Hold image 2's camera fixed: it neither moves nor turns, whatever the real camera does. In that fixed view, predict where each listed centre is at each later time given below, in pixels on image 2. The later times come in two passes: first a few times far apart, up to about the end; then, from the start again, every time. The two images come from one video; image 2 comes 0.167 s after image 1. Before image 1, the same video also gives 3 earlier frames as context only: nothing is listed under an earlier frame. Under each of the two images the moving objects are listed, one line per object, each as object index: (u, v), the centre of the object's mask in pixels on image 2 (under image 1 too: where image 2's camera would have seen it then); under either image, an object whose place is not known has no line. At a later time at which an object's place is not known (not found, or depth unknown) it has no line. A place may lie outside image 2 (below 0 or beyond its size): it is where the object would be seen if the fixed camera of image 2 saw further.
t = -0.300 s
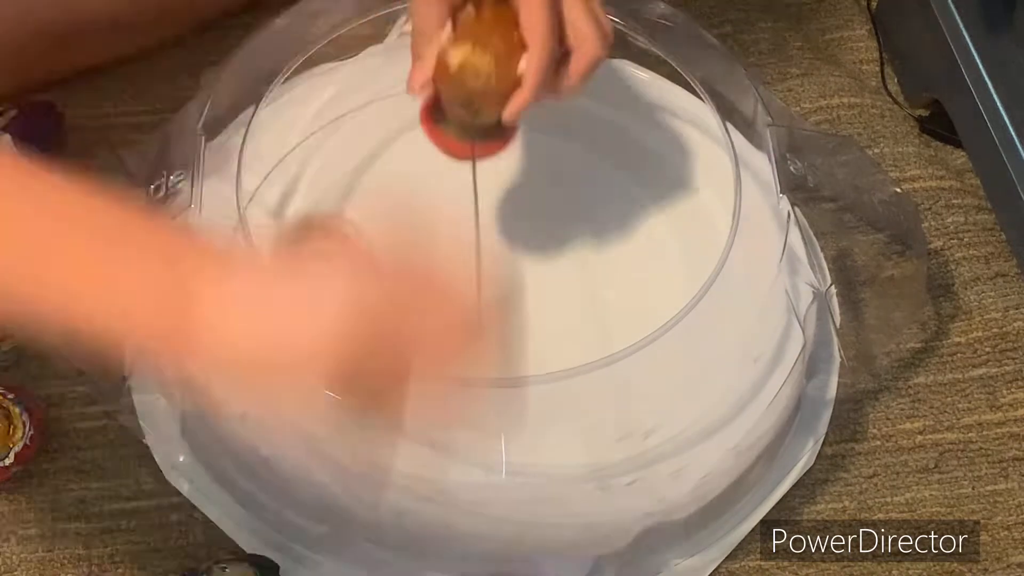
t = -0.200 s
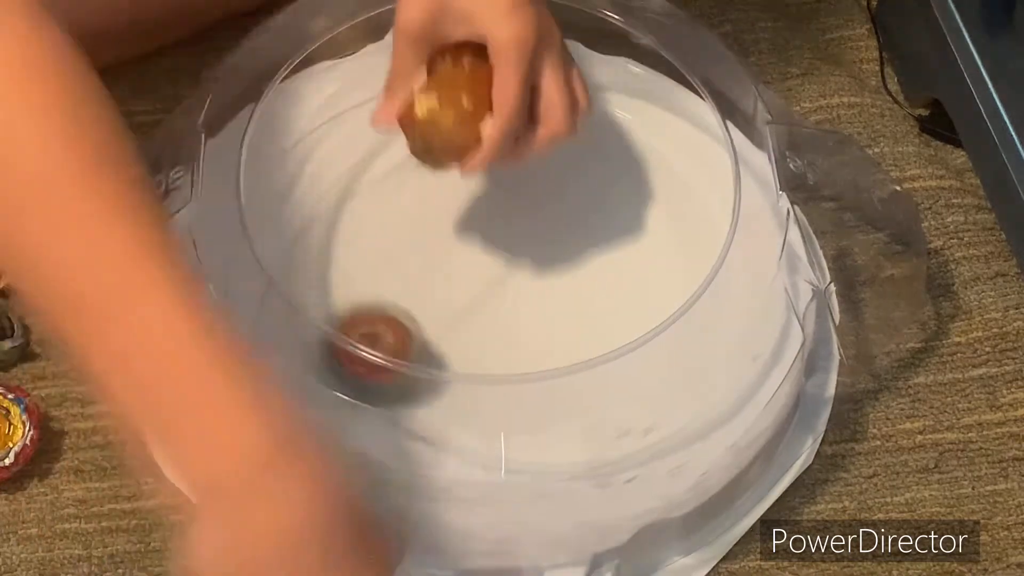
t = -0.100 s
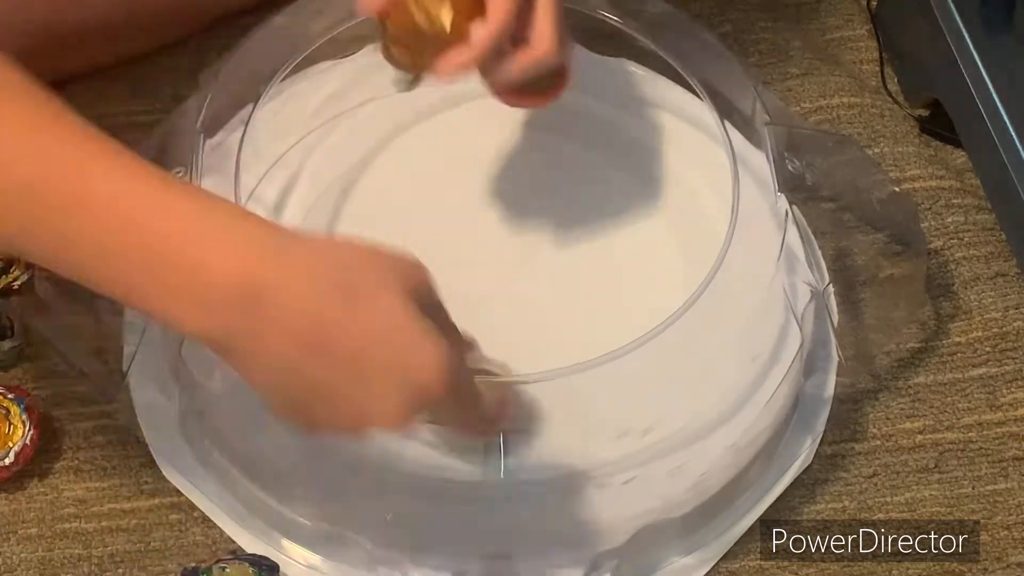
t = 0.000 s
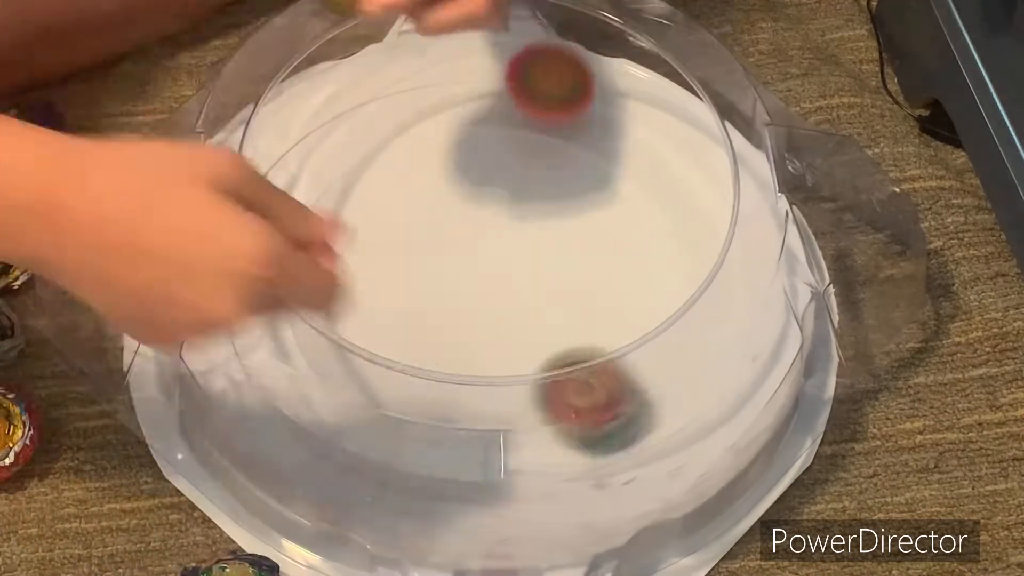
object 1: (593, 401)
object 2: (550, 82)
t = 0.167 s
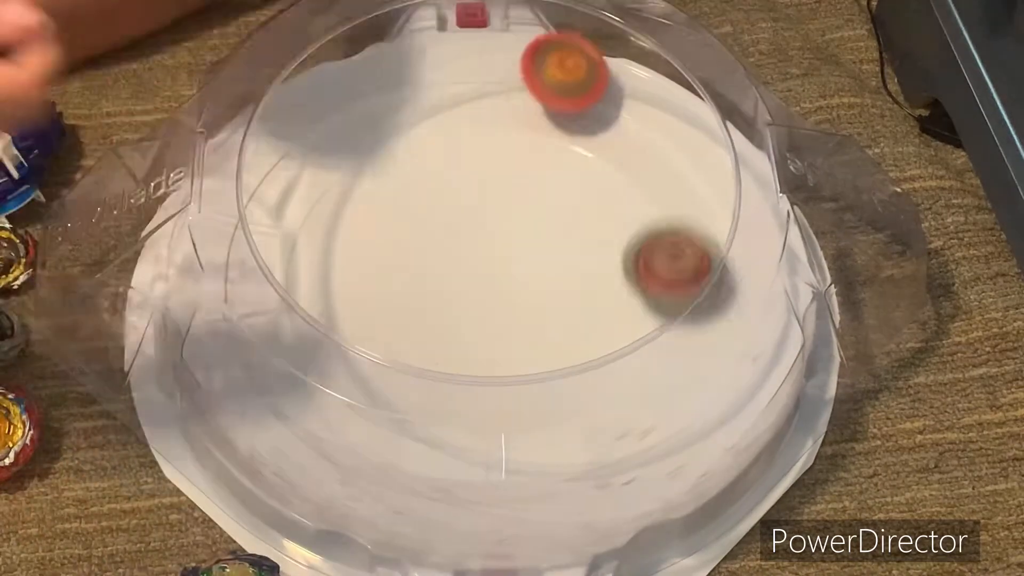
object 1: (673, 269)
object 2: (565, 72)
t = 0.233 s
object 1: (660, 210)
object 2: (558, 90)
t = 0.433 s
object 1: (519, 153)
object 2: (458, 42)
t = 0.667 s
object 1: (347, 285)
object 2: (354, 128)
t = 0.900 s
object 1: (483, 441)
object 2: (404, 266)
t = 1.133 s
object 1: (632, 471)
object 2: (664, 366)
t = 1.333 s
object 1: (690, 400)
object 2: (735, 288)
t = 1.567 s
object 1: (660, 273)
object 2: (676, 144)
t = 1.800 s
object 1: (447, 152)
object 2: (557, 77)
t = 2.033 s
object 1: (241, 220)
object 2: (496, 86)
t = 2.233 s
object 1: (250, 327)
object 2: (434, 191)
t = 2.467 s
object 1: (331, 417)
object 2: (465, 408)
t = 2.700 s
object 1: (439, 438)
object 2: (611, 349)
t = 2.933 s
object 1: (585, 348)
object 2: (519, 168)
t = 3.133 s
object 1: (583, 174)
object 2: (359, 183)
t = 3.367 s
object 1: (393, 121)
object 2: (372, 377)
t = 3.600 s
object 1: (290, 175)
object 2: (605, 380)
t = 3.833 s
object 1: (272, 249)
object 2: (628, 187)
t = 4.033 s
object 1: (355, 337)
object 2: (435, 97)
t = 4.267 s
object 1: (598, 336)
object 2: (289, 143)
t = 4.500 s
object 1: (627, 159)
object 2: (237, 233)
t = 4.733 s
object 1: (514, 72)
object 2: (246, 309)
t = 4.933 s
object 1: (436, 75)
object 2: (284, 356)
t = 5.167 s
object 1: (372, 116)
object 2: (377, 383)
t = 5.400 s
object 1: (356, 252)
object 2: (572, 315)
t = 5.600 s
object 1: (506, 387)
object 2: (535, 196)
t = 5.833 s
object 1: (678, 290)
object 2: (418, 239)
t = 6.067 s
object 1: (560, 143)
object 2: (486, 315)
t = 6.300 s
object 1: (347, 199)
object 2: (520, 266)
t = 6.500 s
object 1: (346, 363)
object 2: (481, 255)
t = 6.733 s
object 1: (572, 404)
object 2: (481, 288)
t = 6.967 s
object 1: (640, 238)
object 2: (492, 288)
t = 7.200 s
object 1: (453, 138)
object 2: (485, 275)
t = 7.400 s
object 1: (318, 223)
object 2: (476, 278)
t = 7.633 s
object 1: (401, 382)
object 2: (481, 277)
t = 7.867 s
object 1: (610, 337)
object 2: (481, 271)
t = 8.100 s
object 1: (594, 170)
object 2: (483, 269)
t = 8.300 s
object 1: (429, 128)
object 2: (482, 271)
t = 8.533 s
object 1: (323, 269)
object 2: (488, 275)
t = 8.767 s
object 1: (494, 405)
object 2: (493, 276)
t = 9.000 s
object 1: (669, 299)
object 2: (490, 276)
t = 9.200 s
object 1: (605, 165)
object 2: (488, 280)
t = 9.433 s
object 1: (392, 149)
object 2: (489, 281)
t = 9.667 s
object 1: (313, 303)
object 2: (490, 274)
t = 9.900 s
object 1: (490, 413)
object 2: (474, 271)
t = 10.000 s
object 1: (584, 385)
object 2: (470, 274)
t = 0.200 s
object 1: (671, 239)
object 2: (561, 87)
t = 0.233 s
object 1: (660, 210)
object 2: (558, 90)
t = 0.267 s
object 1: (638, 176)
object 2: (555, 99)
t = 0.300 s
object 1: (619, 157)
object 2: (546, 98)
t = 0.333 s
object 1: (601, 152)
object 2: (524, 80)
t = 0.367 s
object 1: (576, 148)
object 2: (502, 64)
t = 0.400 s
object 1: (548, 149)
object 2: (479, 48)
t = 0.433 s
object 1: (519, 153)
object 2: (458, 42)
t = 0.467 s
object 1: (488, 160)
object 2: (437, 41)
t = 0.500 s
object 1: (457, 170)
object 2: (419, 55)
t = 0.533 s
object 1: (427, 187)
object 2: (403, 72)
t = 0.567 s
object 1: (399, 207)
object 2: (387, 90)
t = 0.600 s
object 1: (375, 229)
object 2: (373, 105)
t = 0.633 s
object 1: (358, 257)
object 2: (362, 117)
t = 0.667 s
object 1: (347, 285)
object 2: (354, 128)
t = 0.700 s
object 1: (346, 310)
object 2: (348, 138)
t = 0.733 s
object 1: (358, 348)
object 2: (345, 147)
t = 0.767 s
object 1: (364, 369)
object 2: (347, 160)
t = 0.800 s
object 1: (393, 397)
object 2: (354, 180)
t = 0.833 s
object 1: (419, 416)
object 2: (365, 204)
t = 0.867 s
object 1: (450, 432)
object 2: (381, 233)
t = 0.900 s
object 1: (483, 441)
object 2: (404, 266)
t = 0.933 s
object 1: (511, 449)
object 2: (436, 302)
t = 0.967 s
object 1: (536, 460)
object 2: (473, 330)
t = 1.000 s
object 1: (556, 470)
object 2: (513, 350)
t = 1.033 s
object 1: (578, 475)
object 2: (554, 362)
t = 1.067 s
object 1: (596, 475)
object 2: (594, 367)
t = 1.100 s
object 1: (615, 473)
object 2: (631, 368)
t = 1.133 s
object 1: (632, 471)
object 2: (664, 366)
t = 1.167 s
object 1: (645, 466)
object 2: (696, 365)
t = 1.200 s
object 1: (653, 453)
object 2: (720, 356)
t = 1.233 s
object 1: (663, 443)
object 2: (731, 343)
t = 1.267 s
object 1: (671, 428)
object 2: (738, 325)
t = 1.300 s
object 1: (680, 414)
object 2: (740, 307)
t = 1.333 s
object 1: (690, 400)
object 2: (735, 288)
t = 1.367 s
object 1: (694, 382)
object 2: (727, 267)
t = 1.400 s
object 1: (696, 364)
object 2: (719, 247)
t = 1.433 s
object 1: (692, 345)
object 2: (713, 224)
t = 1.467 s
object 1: (690, 329)
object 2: (709, 201)
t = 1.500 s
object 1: (686, 312)
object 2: (706, 178)
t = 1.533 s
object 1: (677, 294)
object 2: (692, 159)
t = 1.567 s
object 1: (660, 273)
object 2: (676, 144)
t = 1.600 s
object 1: (645, 256)
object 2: (654, 129)
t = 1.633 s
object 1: (622, 235)
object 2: (634, 116)
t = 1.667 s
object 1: (595, 214)
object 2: (616, 106)
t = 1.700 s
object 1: (560, 190)
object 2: (599, 96)
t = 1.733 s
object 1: (524, 174)
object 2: (584, 88)
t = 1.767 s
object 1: (487, 162)
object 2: (570, 82)
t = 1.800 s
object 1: (447, 152)
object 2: (557, 77)
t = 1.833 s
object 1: (408, 149)
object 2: (545, 74)
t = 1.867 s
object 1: (372, 153)
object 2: (535, 72)
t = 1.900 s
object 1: (338, 161)
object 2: (526, 71)
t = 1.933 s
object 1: (309, 175)
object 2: (518, 73)
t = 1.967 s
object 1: (284, 192)
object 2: (511, 76)
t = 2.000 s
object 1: (259, 206)
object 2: (503, 80)
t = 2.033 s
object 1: (241, 220)
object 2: (496, 86)
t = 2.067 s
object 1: (231, 235)
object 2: (488, 93)
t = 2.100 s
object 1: (233, 255)
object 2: (481, 101)
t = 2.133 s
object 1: (239, 274)
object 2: (472, 116)
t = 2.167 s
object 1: (247, 294)
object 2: (461, 136)
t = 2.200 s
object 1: (250, 312)
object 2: (448, 161)
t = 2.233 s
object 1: (250, 327)
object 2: (434, 191)
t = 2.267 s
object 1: (251, 338)
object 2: (419, 226)
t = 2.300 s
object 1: (258, 354)
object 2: (410, 264)
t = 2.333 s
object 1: (271, 371)
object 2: (408, 300)
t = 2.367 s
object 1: (291, 388)
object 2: (413, 330)
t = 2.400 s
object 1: (305, 400)
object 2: (425, 363)
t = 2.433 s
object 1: (319, 409)
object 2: (443, 389)
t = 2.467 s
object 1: (331, 417)
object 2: (465, 408)
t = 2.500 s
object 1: (344, 423)
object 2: (490, 420)
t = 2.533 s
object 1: (358, 428)
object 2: (516, 424)
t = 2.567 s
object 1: (372, 432)
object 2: (541, 418)
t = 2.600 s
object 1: (389, 435)
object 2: (563, 407)
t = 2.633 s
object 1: (404, 437)
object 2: (582, 390)
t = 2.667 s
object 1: (421, 438)
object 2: (600, 371)
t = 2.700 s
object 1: (439, 438)
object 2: (611, 349)
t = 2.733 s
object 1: (456, 435)
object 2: (612, 317)
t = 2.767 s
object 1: (475, 432)
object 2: (616, 298)
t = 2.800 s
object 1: (495, 423)
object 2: (608, 269)
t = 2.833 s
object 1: (518, 409)
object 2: (594, 240)
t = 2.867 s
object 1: (541, 393)
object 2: (573, 212)
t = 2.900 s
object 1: (564, 372)
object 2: (547, 187)
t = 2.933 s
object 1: (585, 348)
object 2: (519, 168)
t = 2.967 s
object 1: (601, 320)
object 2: (490, 155)
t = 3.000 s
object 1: (610, 291)
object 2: (461, 149)
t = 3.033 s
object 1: (613, 259)
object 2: (433, 148)
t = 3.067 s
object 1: (610, 229)
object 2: (406, 153)
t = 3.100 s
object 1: (600, 200)
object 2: (381, 165)
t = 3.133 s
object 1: (583, 174)
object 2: (359, 183)
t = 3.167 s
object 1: (559, 148)
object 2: (342, 205)
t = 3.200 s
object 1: (534, 128)
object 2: (330, 230)
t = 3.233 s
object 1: (508, 117)
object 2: (323, 262)
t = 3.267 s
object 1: (479, 109)
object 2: (325, 291)
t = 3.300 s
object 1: (450, 109)
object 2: (334, 322)
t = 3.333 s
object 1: (419, 112)
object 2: (350, 352)
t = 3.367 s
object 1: (393, 121)
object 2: (372, 377)
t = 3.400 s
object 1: (368, 126)
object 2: (401, 397)
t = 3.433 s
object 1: (348, 135)
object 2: (434, 413)
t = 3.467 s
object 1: (331, 142)
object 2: (470, 420)
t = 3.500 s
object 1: (318, 150)
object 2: (505, 417)
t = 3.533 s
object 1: (308, 157)
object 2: (542, 410)
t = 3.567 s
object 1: (297, 165)
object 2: (575, 398)
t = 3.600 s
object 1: (290, 175)
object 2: (605, 380)
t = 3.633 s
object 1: (284, 184)
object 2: (631, 358)
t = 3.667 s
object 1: (279, 195)
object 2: (648, 331)
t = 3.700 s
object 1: (273, 205)
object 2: (659, 302)
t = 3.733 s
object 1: (271, 217)
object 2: (662, 271)
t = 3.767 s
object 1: (270, 228)
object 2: (659, 243)
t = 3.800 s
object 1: (271, 238)
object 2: (646, 214)
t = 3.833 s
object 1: (272, 249)
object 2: (628, 187)
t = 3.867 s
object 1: (276, 261)
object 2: (604, 161)
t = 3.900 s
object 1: (282, 273)
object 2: (574, 138)
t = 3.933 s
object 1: (291, 288)
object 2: (542, 120)
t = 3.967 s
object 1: (304, 304)
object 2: (508, 107)
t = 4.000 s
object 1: (324, 319)
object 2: (469, 101)
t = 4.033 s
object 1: (355, 337)
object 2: (435, 97)
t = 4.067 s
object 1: (385, 351)
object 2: (403, 94)
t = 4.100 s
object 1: (417, 362)
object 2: (374, 93)
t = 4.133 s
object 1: (453, 369)
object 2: (348, 94)
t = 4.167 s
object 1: (491, 370)
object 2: (331, 104)
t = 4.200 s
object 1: (531, 365)
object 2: (316, 118)
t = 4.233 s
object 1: (566, 353)
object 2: (301, 131)
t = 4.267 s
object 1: (598, 336)
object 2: (289, 143)
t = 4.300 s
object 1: (624, 314)
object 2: (275, 154)
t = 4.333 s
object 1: (643, 288)
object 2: (264, 166)
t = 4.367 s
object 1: (654, 261)
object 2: (257, 180)
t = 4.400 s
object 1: (658, 233)
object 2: (251, 194)
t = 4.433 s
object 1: (654, 206)
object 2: (246, 208)
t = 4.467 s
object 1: (644, 181)
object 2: (241, 221)
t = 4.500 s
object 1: (627, 159)
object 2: (237, 233)
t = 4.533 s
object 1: (602, 134)
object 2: (236, 245)
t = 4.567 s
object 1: (581, 116)
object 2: (235, 258)
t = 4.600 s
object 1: (563, 102)
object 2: (235, 269)
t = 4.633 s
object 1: (549, 92)
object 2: (238, 281)
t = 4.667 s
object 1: (536, 84)
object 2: (240, 290)
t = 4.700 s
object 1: (525, 78)
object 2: (242, 301)
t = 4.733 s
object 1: (514, 72)
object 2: (246, 309)
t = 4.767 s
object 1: (502, 69)
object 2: (251, 319)
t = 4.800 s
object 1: (490, 67)
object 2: (255, 327)
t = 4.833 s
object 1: (474, 69)
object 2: (261, 335)
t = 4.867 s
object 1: (460, 70)
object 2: (268, 342)
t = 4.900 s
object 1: (446, 72)
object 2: (276, 349)
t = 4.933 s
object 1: (436, 75)
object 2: (284, 356)
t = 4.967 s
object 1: (426, 79)
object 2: (293, 362)
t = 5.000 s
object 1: (415, 83)
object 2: (303, 366)
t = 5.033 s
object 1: (406, 87)
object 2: (315, 371)
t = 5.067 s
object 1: (397, 94)
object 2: (327, 375)
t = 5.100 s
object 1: (388, 100)
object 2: (341, 378)
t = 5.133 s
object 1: (379, 107)
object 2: (357, 381)
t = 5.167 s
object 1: (372, 116)
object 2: (377, 383)
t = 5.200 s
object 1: (365, 126)
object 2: (404, 384)
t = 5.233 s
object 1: (359, 137)
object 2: (434, 381)
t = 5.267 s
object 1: (353, 152)
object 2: (467, 375)
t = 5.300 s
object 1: (349, 172)
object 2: (499, 368)
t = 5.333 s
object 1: (348, 195)
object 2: (529, 354)
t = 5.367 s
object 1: (350, 223)
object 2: (554, 333)
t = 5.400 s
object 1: (356, 252)
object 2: (572, 315)
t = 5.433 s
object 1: (366, 283)
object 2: (583, 291)
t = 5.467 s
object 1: (385, 312)
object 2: (586, 266)
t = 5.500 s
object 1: (412, 342)
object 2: (581, 243)
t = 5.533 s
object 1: (440, 363)
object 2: (571, 224)
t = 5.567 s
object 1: (472, 378)
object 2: (555, 207)
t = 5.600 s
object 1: (506, 387)
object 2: (535, 196)
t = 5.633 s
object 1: (542, 388)
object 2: (513, 190)
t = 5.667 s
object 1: (576, 383)
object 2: (491, 188)
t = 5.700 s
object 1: (608, 373)
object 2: (468, 190)
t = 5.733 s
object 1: (635, 358)
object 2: (450, 196)
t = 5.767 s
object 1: (657, 338)
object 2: (434, 208)
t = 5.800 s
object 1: (670, 315)
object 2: (423, 223)
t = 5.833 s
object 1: (678, 290)
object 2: (418, 239)
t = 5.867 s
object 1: (675, 262)
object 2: (417, 256)
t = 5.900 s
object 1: (671, 239)
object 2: (422, 273)
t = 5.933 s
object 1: (659, 212)
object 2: (431, 288)
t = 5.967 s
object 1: (642, 191)
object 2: (443, 300)
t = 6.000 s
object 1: (619, 170)
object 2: (457, 309)
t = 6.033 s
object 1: (591, 155)
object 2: (472, 313)
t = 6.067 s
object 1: (560, 143)
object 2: (486, 315)
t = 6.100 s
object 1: (531, 137)
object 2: (499, 312)
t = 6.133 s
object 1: (498, 134)
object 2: (510, 307)
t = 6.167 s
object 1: (464, 138)
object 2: (518, 300)
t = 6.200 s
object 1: (430, 146)
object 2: (522, 291)
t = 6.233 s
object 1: (400, 160)
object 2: (523, 282)
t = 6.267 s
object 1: (371, 178)
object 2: (522, 273)
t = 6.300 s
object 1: (347, 199)
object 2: (520, 266)
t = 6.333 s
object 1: (330, 225)
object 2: (515, 259)
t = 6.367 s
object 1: (320, 250)
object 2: (508, 254)
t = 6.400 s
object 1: (316, 282)
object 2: (502, 251)
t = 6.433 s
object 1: (321, 313)
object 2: (494, 251)
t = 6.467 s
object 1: (330, 340)
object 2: (487, 252)
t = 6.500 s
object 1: (346, 363)
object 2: (481, 255)
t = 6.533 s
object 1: (379, 391)
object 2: (476, 259)
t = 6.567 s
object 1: (409, 408)
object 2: (474, 263)
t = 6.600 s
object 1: (439, 420)
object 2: (473, 269)
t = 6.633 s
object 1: (473, 425)
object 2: (474, 274)
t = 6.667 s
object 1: (508, 424)
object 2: (475, 279)
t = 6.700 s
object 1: (541, 415)
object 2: (478, 284)
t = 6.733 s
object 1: (572, 404)
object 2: (481, 288)
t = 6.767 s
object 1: (600, 388)
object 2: (484, 290)
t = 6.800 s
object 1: (623, 367)
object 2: (487, 292)
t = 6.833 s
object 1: (639, 344)
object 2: (491, 293)
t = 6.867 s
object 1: (648, 317)
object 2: (492, 293)
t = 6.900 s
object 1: (650, 288)
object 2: (493, 292)
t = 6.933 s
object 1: (650, 263)
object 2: (493, 291)
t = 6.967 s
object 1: (640, 238)
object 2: (492, 288)
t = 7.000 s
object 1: (625, 212)
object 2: (491, 286)
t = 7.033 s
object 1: (605, 191)
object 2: (490, 283)
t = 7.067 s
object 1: (577, 168)
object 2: (489, 280)
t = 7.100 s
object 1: (545, 153)
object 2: (488, 278)
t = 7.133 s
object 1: (518, 143)
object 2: (487, 277)
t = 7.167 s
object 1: (485, 137)
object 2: (486, 275)
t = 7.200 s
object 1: (453, 138)
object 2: (485, 275)
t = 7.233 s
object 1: (423, 143)
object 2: (483, 274)
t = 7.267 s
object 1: (393, 152)
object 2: (481, 275)
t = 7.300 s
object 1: (369, 166)
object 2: (480, 276)
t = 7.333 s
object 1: (347, 181)
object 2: (478, 276)
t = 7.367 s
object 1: (329, 203)
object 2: (477, 277)
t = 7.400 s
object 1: (318, 223)
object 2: (476, 278)
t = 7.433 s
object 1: (311, 246)
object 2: (476, 279)
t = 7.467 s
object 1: (311, 271)
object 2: (477, 279)
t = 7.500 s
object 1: (315, 296)
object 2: (477, 279)
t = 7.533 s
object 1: (326, 319)
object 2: (478, 279)
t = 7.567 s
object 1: (345, 343)
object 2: (479, 278)
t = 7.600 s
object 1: (366, 362)
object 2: (481, 278)
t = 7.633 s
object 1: (401, 382)
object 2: (481, 277)
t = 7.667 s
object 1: (422, 387)
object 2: (482, 276)
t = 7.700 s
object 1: (463, 397)
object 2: (483, 276)
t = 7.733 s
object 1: (497, 396)
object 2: (482, 275)
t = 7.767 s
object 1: (530, 389)
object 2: (482, 274)
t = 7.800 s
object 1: (561, 377)
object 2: (481, 274)
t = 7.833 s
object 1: (588, 359)
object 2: (480, 273)
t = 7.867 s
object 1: (610, 337)
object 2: (481, 271)
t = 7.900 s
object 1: (627, 315)
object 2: (481, 271)
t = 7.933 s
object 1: (636, 288)
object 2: (481, 269)
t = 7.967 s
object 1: (639, 262)
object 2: (482, 269)
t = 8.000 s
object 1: (636, 237)
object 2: (481, 269)
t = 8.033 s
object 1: (627, 212)
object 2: (482, 268)
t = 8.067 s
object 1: (613, 190)
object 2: (482, 268)
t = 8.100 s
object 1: (594, 170)
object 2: (483, 269)
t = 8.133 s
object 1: (571, 154)
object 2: (482, 269)
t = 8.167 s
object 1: (546, 142)
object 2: (483, 269)
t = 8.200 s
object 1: (519, 134)
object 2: (482, 270)
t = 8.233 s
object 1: (487, 124)
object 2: (482, 270)
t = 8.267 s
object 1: (458, 123)
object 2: (482, 271)
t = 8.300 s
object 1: (429, 128)
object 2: (482, 271)
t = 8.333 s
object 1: (402, 138)
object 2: (482, 272)
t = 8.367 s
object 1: (378, 153)
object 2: (483, 273)
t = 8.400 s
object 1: (356, 171)
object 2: (484, 273)
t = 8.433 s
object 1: (340, 192)
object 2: (484, 274)
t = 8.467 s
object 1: (328, 215)
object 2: (485, 274)
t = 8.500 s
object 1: (323, 242)
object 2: (487, 275)
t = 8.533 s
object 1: (323, 269)
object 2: (488, 275)
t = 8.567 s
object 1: (331, 296)
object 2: (488, 275)
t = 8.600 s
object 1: (344, 326)
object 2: (490, 275)
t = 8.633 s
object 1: (365, 349)
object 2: (490, 275)
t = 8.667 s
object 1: (391, 368)
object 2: (491, 275)
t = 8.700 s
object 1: (419, 385)
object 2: (492, 275)
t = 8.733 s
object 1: (457, 400)
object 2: (493, 275)
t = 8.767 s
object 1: (494, 405)
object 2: (493, 276)
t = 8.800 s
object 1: (529, 404)
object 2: (492, 276)
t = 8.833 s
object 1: (562, 397)
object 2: (492, 275)
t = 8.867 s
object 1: (593, 384)
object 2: (492, 275)
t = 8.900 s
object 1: (621, 367)
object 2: (492, 276)
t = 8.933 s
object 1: (644, 348)
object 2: (491, 276)
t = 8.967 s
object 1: (660, 323)
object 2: (491, 276)
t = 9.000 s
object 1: (669, 299)
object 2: (490, 276)
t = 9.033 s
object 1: (673, 274)
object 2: (490, 276)
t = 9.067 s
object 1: (669, 248)
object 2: (489, 277)
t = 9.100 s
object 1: (662, 225)
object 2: (488, 277)
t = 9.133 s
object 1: (648, 202)
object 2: (488, 278)
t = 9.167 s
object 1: (628, 182)
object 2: (488, 279)
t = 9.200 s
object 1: (605, 165)
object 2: (488, 280)
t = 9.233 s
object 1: (578, 151)
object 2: (487, 281)
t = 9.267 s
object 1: (548, 142)
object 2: (488, 282)
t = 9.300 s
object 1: (519, 137)
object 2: (489, 282)
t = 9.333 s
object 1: (482, 128)
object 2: (489, 282)
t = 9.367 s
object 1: (451, 130)
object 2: (489, 282)
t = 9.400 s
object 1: (420, 138)
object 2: (489, 282)
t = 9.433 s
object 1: (392, 149)
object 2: (489, 281)
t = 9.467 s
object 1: (367, 165)
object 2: (490, 281)
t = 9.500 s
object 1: (344, 182)
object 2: (491, 281)
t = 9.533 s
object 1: (327, 205)
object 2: (491, 280)
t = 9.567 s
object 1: (314, 228)
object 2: (491, 279)
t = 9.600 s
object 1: (309, 252)
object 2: (491, 277)
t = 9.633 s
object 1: (308, 277)
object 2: (490, 275)
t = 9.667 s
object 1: (313, 303)
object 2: (490, 274)
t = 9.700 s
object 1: (323, 329)
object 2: (488, 273)
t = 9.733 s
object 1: (342, 351)
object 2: (486, 272)
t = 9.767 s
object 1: (366, 374)
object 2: (483, 271)
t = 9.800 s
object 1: (391, 386)
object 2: (481, 270)
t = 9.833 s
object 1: (420, 401)
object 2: (478, 270)
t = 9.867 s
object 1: (457, 412)
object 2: (476, 270)
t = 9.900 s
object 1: (490, 413)
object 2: (474, 271)
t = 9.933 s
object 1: (523, 409)
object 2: (472, 272)
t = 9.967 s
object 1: (555, 399)
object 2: (471, 273)
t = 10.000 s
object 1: (584, 385)
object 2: (470, 274)
